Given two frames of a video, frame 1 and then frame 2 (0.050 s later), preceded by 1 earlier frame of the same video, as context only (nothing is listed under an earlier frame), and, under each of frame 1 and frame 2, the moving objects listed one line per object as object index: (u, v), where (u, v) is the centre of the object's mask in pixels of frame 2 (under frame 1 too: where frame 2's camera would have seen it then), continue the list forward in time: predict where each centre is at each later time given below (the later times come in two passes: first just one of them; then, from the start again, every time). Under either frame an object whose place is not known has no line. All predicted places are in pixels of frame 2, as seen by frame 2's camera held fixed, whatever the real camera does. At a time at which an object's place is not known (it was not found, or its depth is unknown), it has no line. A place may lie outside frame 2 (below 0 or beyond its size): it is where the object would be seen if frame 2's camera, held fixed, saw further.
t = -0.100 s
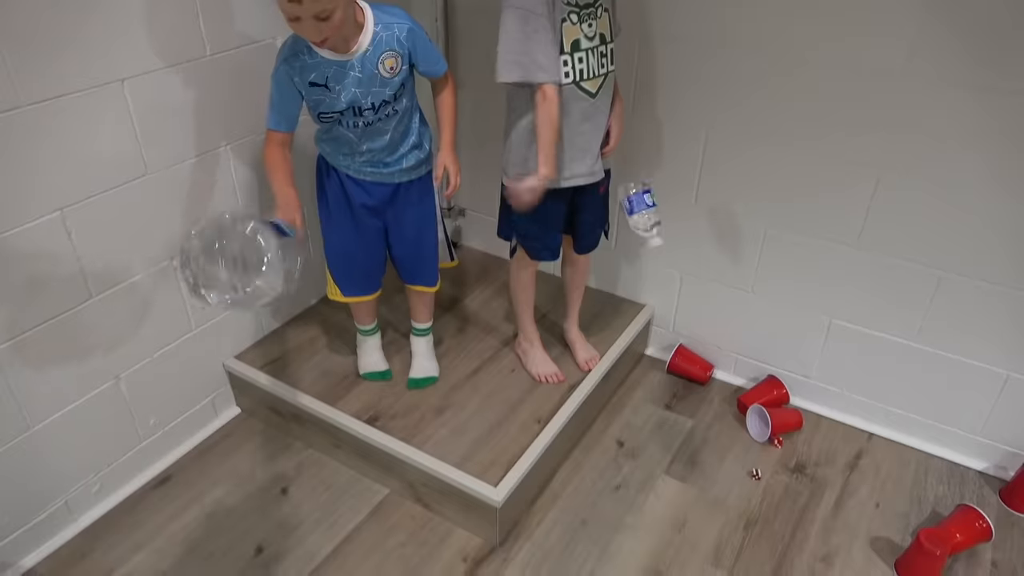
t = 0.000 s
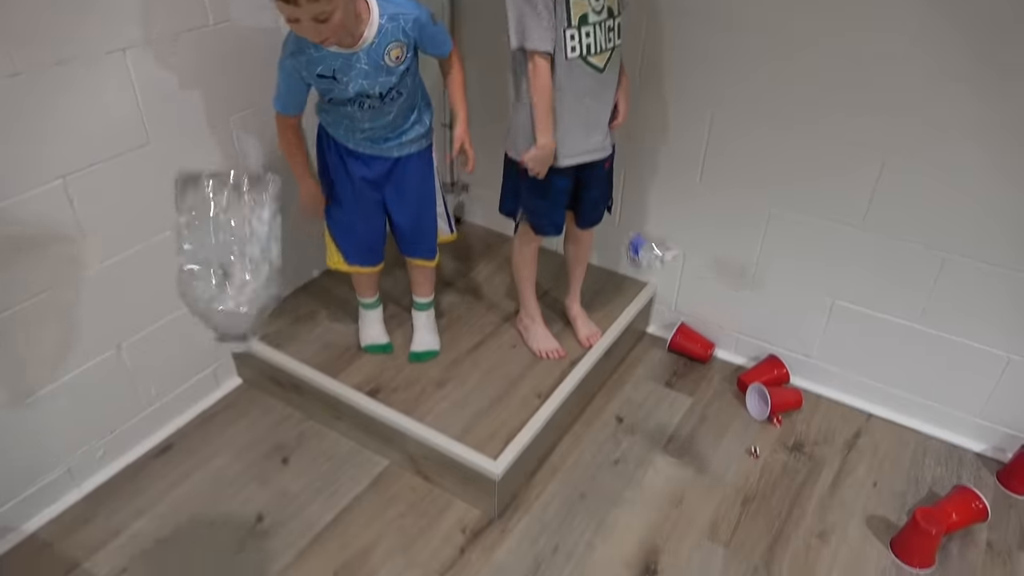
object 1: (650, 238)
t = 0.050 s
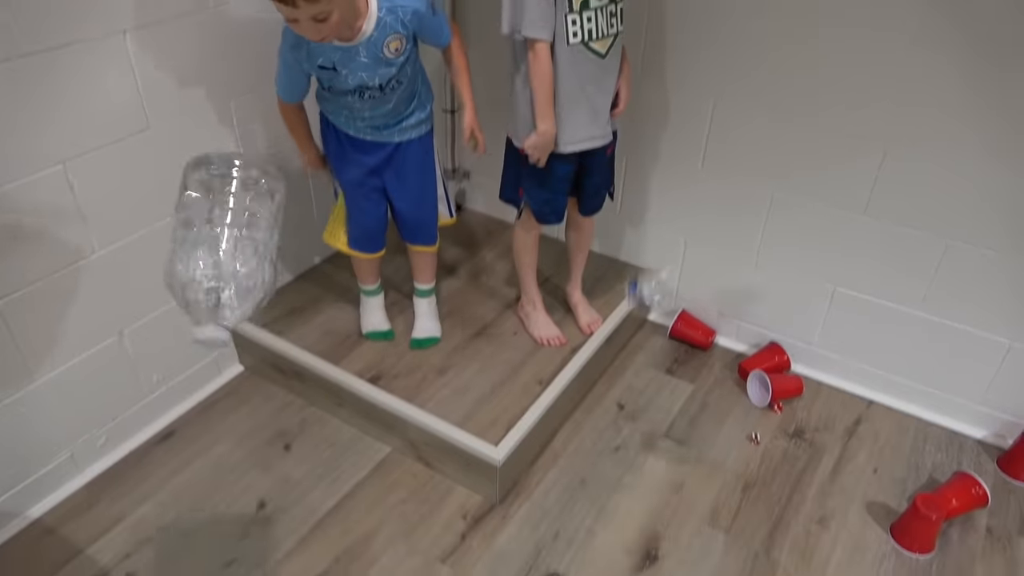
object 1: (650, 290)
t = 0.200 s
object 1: (634, 462)
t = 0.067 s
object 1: (652, 309)
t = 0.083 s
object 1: (652, 320)
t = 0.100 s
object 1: (647, 340)
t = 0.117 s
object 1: (647, 357)
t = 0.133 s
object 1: (644, 379)
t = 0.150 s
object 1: (642, 397)
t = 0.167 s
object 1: (640, 419)
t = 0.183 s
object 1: (638, 439)
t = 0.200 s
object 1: (634, 462)
